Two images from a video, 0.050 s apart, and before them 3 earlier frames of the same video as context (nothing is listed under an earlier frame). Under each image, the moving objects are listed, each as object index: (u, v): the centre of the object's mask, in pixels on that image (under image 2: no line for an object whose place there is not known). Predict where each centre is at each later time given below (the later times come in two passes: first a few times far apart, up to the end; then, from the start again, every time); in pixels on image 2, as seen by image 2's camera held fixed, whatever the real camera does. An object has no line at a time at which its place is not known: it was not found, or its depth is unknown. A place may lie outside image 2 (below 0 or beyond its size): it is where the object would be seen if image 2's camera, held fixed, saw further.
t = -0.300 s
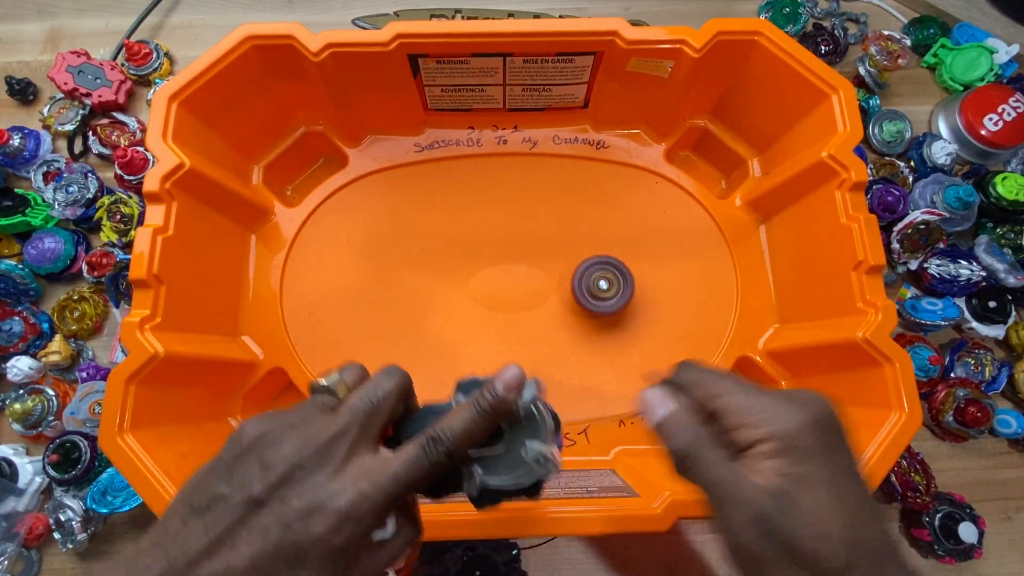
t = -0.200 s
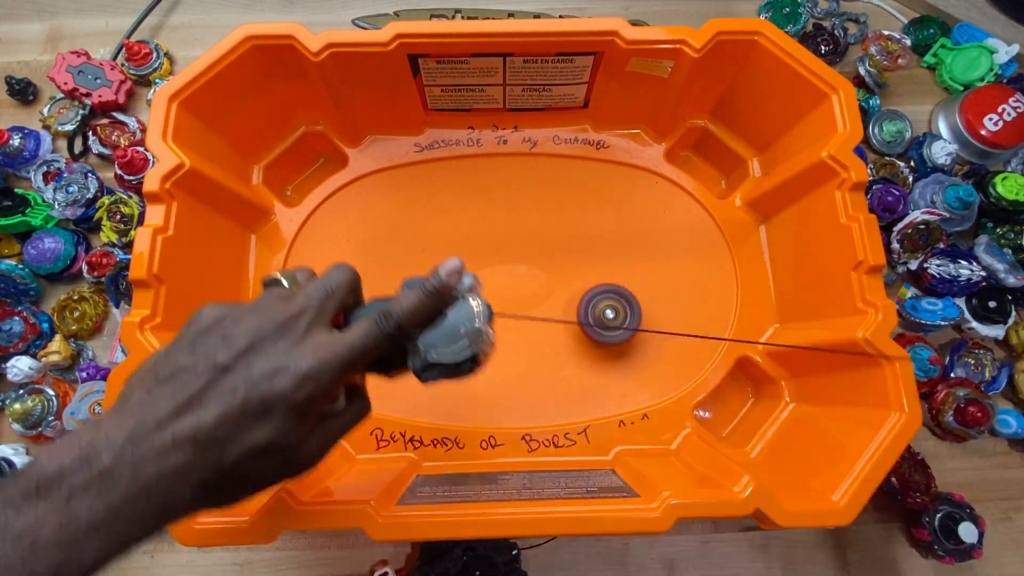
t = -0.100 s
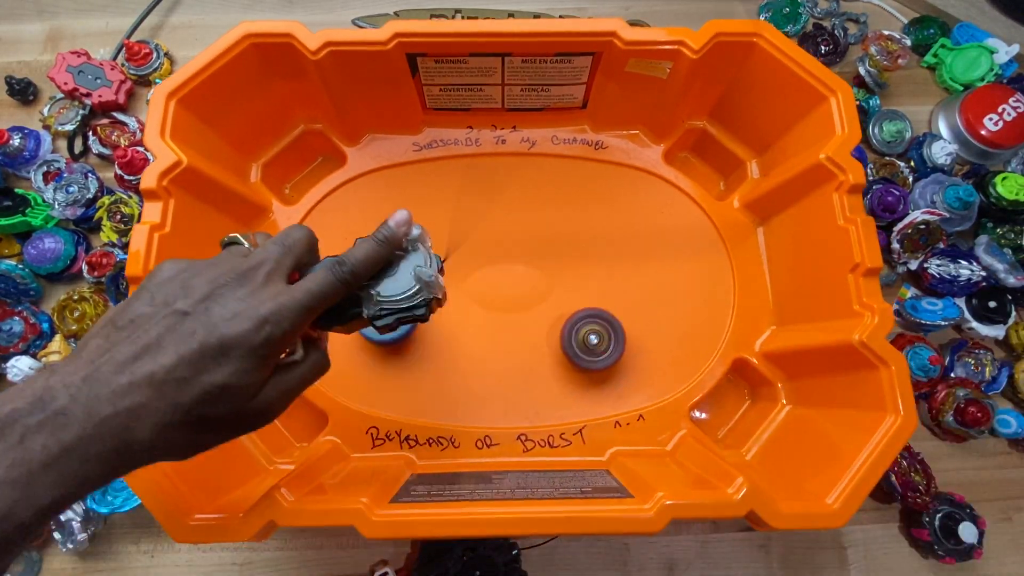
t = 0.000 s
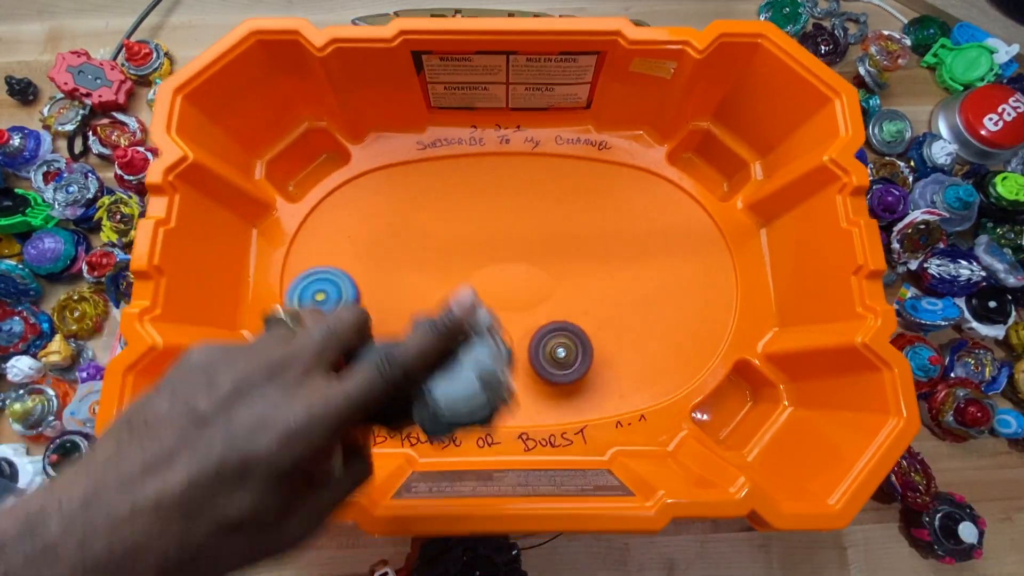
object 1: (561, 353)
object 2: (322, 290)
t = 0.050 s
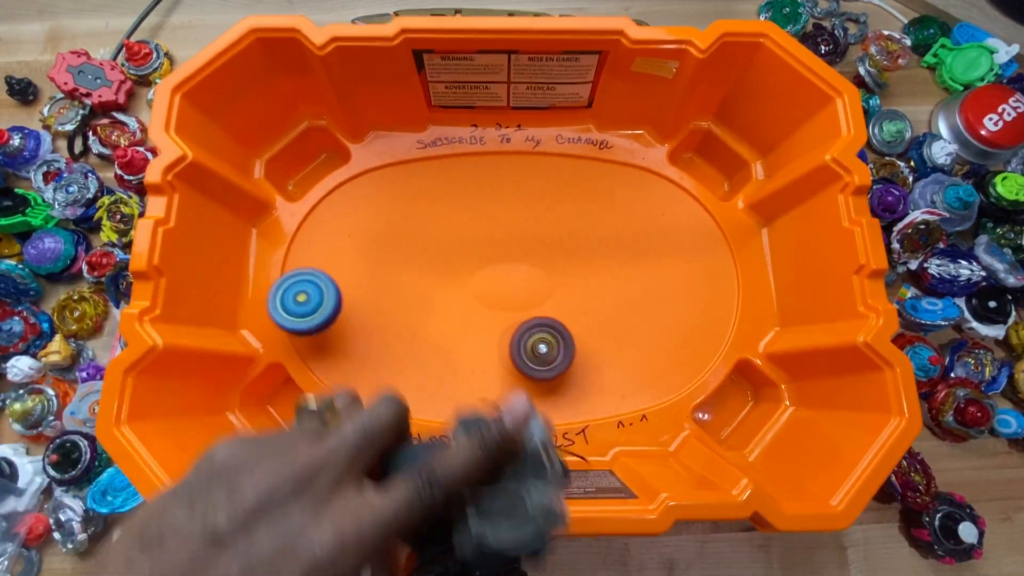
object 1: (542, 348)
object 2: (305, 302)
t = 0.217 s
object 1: (486, 311)
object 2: (289, 367)
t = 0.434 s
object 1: (452, 246)
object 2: (275, 418)
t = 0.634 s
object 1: (483, 220)
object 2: (274, 405)
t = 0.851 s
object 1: (556, 249)
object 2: (276, 408)
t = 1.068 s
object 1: (582, 310)
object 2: (283, 413)
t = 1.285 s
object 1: (531, 336)
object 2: (302, 426)
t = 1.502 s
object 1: (474, 300)
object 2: (289, 411)
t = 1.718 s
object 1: (453, 241)
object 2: (297, 414)
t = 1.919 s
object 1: (492, 216)
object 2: (282, 414)
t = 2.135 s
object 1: (558, 233)
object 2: (317, 180)
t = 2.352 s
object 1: (597, 296)
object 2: (484, 109)
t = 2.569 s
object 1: (567, 334)
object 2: (645, 210)
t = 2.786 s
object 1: (500, 309)
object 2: (701, 363)
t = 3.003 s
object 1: (466, 265)
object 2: (586, 395)
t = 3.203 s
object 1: (482, 243)
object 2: (454, 308)
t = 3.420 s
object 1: (530, 252)
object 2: (355, 193)
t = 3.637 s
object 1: (565, 267)
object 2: (436, 231)
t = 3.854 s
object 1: (605, 278)
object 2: (490, 324)
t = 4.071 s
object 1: (621, 295)
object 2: (473, 360)
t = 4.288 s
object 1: (566, 308)
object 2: (489, 320)
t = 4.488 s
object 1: (571, 272)
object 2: (438, 287)
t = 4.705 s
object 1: (575, 266)
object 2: (435, 268)
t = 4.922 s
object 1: (577, 268)
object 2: (457, 272)
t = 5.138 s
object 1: (571, 258)
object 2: (466, 273)
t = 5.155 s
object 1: (571, 258)
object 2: (467, 273)
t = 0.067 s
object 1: (536, 347)
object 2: (302, 303)
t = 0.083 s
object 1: (530, 346)
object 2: (300, 306)
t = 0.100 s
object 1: (524, 343)
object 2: (294, 310)
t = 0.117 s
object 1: (518, 340)
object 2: (285, 316)
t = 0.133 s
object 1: (513, 336)
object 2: (278, 324)
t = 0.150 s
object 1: (507, 332)
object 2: (272, 332)
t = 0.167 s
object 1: (502, 328)
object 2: (268, 341)
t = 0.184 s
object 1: (496, 322)
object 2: (271, 350)
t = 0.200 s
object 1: (491, 316)
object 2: (279, 358)
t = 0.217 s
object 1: (486, 311)
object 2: (289, 367)
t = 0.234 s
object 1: (481, 305)
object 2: (291, 372)
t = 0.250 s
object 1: (477, 300)
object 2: (292, 377)
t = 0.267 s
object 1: (473, 294)
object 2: (293, 383)
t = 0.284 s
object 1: (470, 288)
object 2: (296, 388)
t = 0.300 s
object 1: (466, 283)
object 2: (298, 392)
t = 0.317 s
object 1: (463, 278)
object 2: (297, 394)
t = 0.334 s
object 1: (460, 273)
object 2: (297, 395)
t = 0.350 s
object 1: (457, 268)
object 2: (295, 398)
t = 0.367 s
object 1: (455, 263)
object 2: (294, 401)
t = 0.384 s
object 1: (454, 259)
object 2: (291, 405)
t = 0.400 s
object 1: (453, 254)
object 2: (283, 409)
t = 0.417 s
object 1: (452, 250)
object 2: (278, 414)
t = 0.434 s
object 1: (452, 246)
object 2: (275, 418)
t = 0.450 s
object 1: (453, 242)
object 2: (273, 420)
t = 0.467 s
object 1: (453, 238)
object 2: (273, 420)
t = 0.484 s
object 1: (455, 235)
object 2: (274, 420)
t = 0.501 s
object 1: (456, 232)
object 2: (276, 420)
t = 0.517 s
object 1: (458, 229)
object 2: (277, 420)
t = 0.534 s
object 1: (460, 226)
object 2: (279, 420)
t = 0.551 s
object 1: (463, 224)
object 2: (279, 417)
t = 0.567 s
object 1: (466, 223)
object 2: (278, 414)
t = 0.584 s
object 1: (470, 221)
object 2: (277, 412)
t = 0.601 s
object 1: (474, 220)
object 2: (277, 409)
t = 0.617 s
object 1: (478, 220)
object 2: (275, 407)
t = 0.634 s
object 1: (483, 220)
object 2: (274, 405)
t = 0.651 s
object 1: (487, 220)
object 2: (271, 404)
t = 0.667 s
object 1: (493, 221)
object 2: (269, 403)
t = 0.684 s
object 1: (498, 221)
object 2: (266, 403)
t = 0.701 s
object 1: (504, 223)
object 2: (265, 401)
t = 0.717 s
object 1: (510, 224)
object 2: (264, 398)
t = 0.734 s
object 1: (516, 227)
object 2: (266, 397)
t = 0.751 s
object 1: (521, 228)
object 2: (269, 396)
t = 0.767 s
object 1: (527, 231)
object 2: (271, 397)
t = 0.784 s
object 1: (533, 234)
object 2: (273, 398)
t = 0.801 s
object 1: (539, 237)
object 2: (274, 399)
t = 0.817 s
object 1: (545, 240)
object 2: (276, 402)
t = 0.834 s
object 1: (550, 245)
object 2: (274, 406)
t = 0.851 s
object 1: (556, 249)
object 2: (276, 408)
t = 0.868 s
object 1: (561, 253)
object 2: (278, 409)
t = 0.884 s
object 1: (565, 257)
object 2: (279, 412)
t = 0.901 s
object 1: (570, 262)
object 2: (280, 414)
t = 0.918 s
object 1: (574, 267)
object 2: (284, 414)
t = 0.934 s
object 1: (577, 271)
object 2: (288, 415)
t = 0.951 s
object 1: (579, 277)
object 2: (290, 417)
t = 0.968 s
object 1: (581, 281)
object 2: (290, 419)
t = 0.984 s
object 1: (583, 287)
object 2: (291, 420)
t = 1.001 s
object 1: (584, 291)
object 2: (291, 419)
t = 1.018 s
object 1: (584, 296)
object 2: (290, 417)
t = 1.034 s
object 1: (584, 301)
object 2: (288, 416)
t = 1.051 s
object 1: (583, 307)
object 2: (284, 415)
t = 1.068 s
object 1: (582, 310)
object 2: (283, 413)
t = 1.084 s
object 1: (580, 315)
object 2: (282, 411)
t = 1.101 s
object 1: (578, 318)
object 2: (279, 410)
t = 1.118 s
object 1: (575, 322)
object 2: (280, 408)
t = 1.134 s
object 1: (572, 325)
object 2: (279, 405)
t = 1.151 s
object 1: (569, 328)
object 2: (279, 404)
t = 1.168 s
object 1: (564, 331)
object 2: (281, 408)
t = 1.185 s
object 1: (560, 333)
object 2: (284, 413)
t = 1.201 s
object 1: (556, 334)
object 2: (286, 415)
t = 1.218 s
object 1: (551, 335)
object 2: (291, 418)
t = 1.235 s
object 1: (546, 336)
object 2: (293, 422)
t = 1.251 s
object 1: (542, 337)
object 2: (297, 426)
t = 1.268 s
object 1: (536, 337)
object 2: (301, 427)
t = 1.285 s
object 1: (531, 336)
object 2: (302, 426)
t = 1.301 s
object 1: (526, 335)
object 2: (304, 426)
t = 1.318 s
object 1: (521, 333)
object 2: (305, 426)
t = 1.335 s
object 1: (516, 332)
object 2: (302, 429)
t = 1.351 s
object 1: (511, 329)
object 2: (299, 430)
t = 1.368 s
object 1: (506, 327)
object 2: (297, 429)
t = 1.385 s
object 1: (502, 324)
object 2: (296, 426)
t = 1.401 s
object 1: (497, 321)
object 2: (295, 424)
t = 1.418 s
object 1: (494, 317)
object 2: (294, 421)
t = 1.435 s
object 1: (490, 314)
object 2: (294, 416)
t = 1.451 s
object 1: (485, 311)
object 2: (295, 412)
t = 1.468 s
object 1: (481, 307)
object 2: (295, 410)
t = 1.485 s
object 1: (478, 304)
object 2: (292, 410)
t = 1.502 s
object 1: (474, 300)
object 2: (289, 411)
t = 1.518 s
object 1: (471, 296)
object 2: (286, 410)
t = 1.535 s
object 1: (468, 291)
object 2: (289, 403)
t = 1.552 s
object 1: (465, 287)
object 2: (284, 402)
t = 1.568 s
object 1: (462, 282)
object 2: (280, 407)
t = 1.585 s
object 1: (459, 277)
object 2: (280, 410)
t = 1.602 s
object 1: (457, 272)
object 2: (282, 412)
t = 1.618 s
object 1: (455, 267)
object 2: (286, 414)
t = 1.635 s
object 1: (453, 262)
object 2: (292, 416)
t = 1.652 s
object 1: (453, 258)
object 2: (300, 417)
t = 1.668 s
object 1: (452, 254)
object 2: (296, 416)
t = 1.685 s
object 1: (452, 249)
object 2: (299, 412)
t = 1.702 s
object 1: (452, 245)
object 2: (298, 413)
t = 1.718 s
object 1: (453, 241)
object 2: (297, 414)
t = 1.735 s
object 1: (454, 238)
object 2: (297, 416)
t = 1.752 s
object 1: (456, 234)
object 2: (297, 416)
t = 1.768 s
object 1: (458, 231)
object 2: (295, 417)
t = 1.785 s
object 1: (460, 228)
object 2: (297, 416)
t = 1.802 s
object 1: (463, 226)
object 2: (300, 415)
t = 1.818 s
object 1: (466, 223)
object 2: (299, 417)
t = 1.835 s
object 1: (469, 221)
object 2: (298, 418)
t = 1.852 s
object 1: (474, 220)
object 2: (297, 417)
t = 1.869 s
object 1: (478, 218)
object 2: (294, 415)
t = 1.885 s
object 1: (482, 217)
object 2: (289, 414)
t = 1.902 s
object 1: (487, 216)
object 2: (281, 412)
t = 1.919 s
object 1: (492, 216)
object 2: (282, 414)
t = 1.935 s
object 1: (498, 216)
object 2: (275, 413)
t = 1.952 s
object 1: (503, 216)
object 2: (269, 398)
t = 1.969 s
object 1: (507, 215)
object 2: (264, 380)
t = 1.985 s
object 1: (512, 216)
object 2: (260, 361)
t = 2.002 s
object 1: (517, 219)
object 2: (258, 339)
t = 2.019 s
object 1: (522, 220)
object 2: (258, 318)
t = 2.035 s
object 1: (527, 221)
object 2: (260, 296)
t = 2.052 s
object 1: (533, 223)
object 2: (265, 273)
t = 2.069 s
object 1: (538, 225)
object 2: (272, 252)
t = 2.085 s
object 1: (543, 226)
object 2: (280, 229)
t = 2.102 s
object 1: (548, 228)
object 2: (291, 210)
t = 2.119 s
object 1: (553, 230)
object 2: (303, 194)
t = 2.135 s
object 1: (558, 233)
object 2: (317, 180)
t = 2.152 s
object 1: (562, 237)
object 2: (331, 169)
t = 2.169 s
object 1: (567, 240)
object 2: (347, 160)
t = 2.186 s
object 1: (571, 245)
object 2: (362, 153)
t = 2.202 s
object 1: (575, 249)
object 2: (376, 149)
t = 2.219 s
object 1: (579, 254)
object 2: (390, 147)
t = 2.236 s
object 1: (583, 259)
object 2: (404, 146)
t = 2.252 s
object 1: (586, 264)
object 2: (416, 148)
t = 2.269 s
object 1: (589, 269)
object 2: (425, 142)
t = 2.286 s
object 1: (591, 273)
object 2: (434, 133)
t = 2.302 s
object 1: (593, 279)
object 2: (445, 126)
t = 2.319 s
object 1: (595, 285)
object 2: (457, 119)
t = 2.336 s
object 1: (596, 291)
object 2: (471, 113)
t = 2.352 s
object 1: (597, 296)
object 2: (484, 109)
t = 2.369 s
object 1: (597, 301)
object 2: (498, 109)
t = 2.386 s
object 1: (597, 305)
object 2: (514, 109)
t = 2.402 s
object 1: (597, 309)
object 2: (530, 113)
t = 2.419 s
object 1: (596, 314)
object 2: (545, 117)
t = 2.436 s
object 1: (594, 318)
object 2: (561, 124)
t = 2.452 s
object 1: (592, 322)
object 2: (575, 132)
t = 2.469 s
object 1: (590, 325)
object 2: (588, 143)
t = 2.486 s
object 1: (587, 328)
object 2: (600, 154)
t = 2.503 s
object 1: (584, 330)
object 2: (611, 167)
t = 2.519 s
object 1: (580, 331)
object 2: (620, 180)
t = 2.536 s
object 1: (576, 333)
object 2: (627, 193)
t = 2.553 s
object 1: (572, 334)
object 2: (636, 202)
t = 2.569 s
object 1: (567, 334)
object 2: (645, 210)
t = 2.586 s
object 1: (562, 334)
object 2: (655, 219)
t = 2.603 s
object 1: (557, 334)
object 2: (664, 229)
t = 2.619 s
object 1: (551, 333)
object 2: (672, 242)
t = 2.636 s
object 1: (545, 332)
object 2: (679, 256)
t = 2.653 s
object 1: (539, 331)
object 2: (685, 269)
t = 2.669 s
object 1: (533, 329)
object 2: (689, 283)
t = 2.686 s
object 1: (528, 327)
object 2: (695, 295)
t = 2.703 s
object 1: (522, 325)
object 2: (700, 307)
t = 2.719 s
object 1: (518, 322)
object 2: (704, 320)
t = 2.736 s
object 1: (513, 319)
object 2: (707, 334)
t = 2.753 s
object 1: (508, 316)
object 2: (708, 347)
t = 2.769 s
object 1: (504, 313)
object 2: (704, 354)
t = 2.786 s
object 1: (500, 309)
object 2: (701, 363)
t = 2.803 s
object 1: (496, 306)
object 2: (695, 371)
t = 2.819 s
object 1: (492, 302)
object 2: (688, 379)
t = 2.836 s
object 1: (489, 298)
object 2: (679, 386)
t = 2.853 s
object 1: (487, 294)
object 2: (671, 395)
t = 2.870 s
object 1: (484, 290)
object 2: (665, 405)
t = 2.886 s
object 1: (481, 286)
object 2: (658, 415)
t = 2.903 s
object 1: (478, 282)
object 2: (649, 418)
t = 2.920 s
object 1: (476, 278)
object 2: (640, 415)
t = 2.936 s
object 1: (473, 275)
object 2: (629, 412)
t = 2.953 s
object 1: (471, 272)
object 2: (618, 409)
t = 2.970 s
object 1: (469, 270)
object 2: (606, 406)
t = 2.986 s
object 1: (467, 267)
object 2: (596, 400)
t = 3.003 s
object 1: (466, 265)
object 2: (586, 395)
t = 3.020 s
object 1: (465, 262)
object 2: (575, 389)
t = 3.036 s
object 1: (464, 260)
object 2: (564, 381)
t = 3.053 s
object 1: (464, 258)
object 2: (553, 377)
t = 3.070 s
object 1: (465, 256)
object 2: (542, 370)
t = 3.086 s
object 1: (466, 253)
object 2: (531, 363)
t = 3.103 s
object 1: (467, 251)
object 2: (520, 356)
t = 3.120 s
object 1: (468, 249)
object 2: (508, 347)
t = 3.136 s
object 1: (470, 248)
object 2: (498, 340)
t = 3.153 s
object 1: (473, 247)
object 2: (486, 333)
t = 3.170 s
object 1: (476, 245)
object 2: (477, 326)
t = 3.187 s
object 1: (478, 244)
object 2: (465, 317)
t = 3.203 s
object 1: (482, 243)
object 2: (454, 308)
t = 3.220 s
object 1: (485, 242)
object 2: (444, 300)
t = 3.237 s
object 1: (488, 242)
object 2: (433, 290)
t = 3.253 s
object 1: (492, 242)
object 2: (423, 280)
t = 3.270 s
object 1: (496, 242)
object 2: (413, 272)
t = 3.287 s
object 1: (500, 242)
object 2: (404, 263)
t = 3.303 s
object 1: (503, 242)
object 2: (396, 255)
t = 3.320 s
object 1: (507, 243)
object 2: (387, 244)
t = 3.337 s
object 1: (511, 244)
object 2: (378, 235)
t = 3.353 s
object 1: (515, 245)
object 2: (372, 224)
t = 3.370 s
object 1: (519, 246)
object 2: (365, 216)
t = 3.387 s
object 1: (523, 248)
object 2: (360, 207)
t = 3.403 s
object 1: (527, 250)
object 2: (355, 198)
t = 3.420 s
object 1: (530, 252)
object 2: (355, 193)
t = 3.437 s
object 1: (534, 254)
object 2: (355, 189)
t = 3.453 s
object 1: (538, 256)
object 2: (357, 185)
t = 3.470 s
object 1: (541, 257)
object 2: (359, 183)
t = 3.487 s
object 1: (544, 258)
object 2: (363, 183)
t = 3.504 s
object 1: (548, 258)
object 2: (370, 186)
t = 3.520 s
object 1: (551, 258)
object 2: (377, 190)
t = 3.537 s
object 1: (554, 259)
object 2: (385, 195)
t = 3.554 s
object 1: (557, 259)
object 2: (393, 201)
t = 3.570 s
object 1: (559, 260)
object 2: (401, 206)
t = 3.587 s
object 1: (562, 261)
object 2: (409, 213)
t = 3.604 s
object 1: (563, 263)
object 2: (418, 219)
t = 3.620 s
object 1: (564, 265)
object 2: (427, 226)
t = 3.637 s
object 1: (565, 267)
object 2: (436, 231)
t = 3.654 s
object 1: (566, 269)
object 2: (445, 238)
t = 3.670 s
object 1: (566, 271)
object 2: (455, 244)
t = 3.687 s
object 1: (566, 274)
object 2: (465, 251)
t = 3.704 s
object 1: (567, 276)
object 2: (475, 258)
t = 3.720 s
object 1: (567, 277)
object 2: (485, 265)
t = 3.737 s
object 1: (566, 279)
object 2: (495, 271)
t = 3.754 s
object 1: (565, 281)
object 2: (504, 277)
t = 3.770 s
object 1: (571, 280)
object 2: (504, 285)
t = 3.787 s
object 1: (580, 280)
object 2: (502, 293)
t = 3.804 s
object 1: (587, 279)
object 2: (498, 301)
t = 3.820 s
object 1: (594, 279)
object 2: (495, 309)
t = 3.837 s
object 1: (600, 278)
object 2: (493, 318)
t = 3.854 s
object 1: (605, 278)
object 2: (490, 324)
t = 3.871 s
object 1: (610, 278)
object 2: (487, 330)
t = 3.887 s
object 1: (614, 278)
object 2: (484, 338)
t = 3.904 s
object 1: (618, 278)
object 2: (482, 343)
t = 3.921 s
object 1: (621, 279)
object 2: (480, 348)
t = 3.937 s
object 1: (623, 279)
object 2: (478, 352)
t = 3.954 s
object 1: (625, 281)
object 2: (477, 356)
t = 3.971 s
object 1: (626, 282)
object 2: (475, 358)
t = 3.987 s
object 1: (627, 284)
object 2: (474, 359)
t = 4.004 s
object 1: (626, 286)
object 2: (473, 361)
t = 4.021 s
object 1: (626, 288)
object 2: (473, 362)
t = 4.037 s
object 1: (625, 290)
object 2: (473, 362)
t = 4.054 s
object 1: (623, 292)
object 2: (473, 362)
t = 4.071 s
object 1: (621, 295)
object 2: (473, 360)
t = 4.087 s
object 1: (618, 297)
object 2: (474, 359)
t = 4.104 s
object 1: (615, 299)
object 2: (475, 357)
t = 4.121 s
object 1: (612, 302)
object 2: (475, 355)
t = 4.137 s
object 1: (608, 304)
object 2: (476, 352)
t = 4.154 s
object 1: (604, 306)
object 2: (477, 349)
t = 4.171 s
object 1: (600, 307)
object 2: (478, 346)
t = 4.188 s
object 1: (595, 309)
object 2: (480, 343)
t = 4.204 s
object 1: (591, 310)
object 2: (481, 339)
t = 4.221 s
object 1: (586, 310)
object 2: (483, 335)
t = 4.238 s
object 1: (581, 311)
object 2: (484, 331)
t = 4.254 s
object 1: (576, 310)
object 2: (485, 328)
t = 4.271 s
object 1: (571, 309)
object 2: (487, 324)
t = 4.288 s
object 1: (566, 308)
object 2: (489, 320)
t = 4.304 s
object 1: (562, 306)
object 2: (491, 316)
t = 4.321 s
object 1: (557, 304)
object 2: (492, 313)
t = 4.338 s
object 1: (554, 302)
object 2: (493, 309)
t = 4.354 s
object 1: (557, 298)
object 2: (486, 307)
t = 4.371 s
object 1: (560, 294)
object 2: (478, 305)
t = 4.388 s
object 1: (562, 290)
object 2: (471, 302)
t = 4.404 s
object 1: (565, 286)
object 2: (465, 300)
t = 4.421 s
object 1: (567, 282)
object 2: (459, 297)
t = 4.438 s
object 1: (568, 279)
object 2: (452, 294)
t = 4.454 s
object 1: (569, 277)
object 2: (447, 292)
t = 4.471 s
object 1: (570, 274)
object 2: (442, 289)
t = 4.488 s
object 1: (571, 272)
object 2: (438, 287)
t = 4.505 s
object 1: (572, 270)
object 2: (435, 284)
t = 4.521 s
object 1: (572, 269)
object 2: (432, 281)
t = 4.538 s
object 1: (573, 267)
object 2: (429, 279)
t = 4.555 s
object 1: (573, 267)
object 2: (428, 276)
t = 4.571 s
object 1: (574, 266)
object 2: (427, 275)
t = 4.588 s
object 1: (574, 265)
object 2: (426, 273)
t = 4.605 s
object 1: (575, 265)
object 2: (427, 271)
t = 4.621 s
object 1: (575, 265)
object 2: (428, 270)
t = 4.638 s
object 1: (575, 265)
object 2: (429, 268)
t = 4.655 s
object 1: (575, 265)
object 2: (430, 268)
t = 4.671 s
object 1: (575, 266)
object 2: (432, 268)
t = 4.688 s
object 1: (575, 266)
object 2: (433, 268)
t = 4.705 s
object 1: (575, 266)
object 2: (435, 268)
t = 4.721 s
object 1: (576, 266)
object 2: (437, 268)
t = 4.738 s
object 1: (576, 267)
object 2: (439, 268)
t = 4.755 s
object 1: (576, 268)
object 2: (440, 268)
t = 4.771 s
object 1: (577, 268)
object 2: (442, 268)
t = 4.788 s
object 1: (577, 268)
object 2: (444, 268)
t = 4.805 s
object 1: (577, 269)
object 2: (446, 268)
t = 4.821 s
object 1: (577, 269)
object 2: (448, 269)
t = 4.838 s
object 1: (577, 269)
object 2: (450, 269)
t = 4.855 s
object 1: (577, 269)
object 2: (452, 270)
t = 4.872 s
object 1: (577, 269)
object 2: (453, 271)
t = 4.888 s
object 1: (577, 269)
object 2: (455, 271)
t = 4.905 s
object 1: (577, 268)
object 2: (456, 272)
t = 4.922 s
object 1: (577, 268)
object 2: (457, 272)
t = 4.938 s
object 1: (577, 268)
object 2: (459, 272)
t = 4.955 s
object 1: (577, 267)
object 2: (459, 273)
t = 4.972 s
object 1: (576, 266)
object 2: (460, 274)
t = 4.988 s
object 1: (576, 265)
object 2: (461, 274)
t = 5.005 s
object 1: (575, 265)
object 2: (462, 274)
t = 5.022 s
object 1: (575, 264)
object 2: (463, 273)
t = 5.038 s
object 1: (574, 263)
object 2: (464, 273)
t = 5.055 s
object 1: (574, 262)
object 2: (464, 273)
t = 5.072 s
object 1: (573, 261)
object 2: (464, 273)
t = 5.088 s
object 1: (573, 260)
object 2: (465, 273)
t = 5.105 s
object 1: (572, 260)
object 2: (465, 273)
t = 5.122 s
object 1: (572, 259)
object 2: (466, 273)
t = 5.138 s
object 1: (571, 258)
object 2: (466, 273)
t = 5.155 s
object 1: (571, 258)
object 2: (467, 273)
